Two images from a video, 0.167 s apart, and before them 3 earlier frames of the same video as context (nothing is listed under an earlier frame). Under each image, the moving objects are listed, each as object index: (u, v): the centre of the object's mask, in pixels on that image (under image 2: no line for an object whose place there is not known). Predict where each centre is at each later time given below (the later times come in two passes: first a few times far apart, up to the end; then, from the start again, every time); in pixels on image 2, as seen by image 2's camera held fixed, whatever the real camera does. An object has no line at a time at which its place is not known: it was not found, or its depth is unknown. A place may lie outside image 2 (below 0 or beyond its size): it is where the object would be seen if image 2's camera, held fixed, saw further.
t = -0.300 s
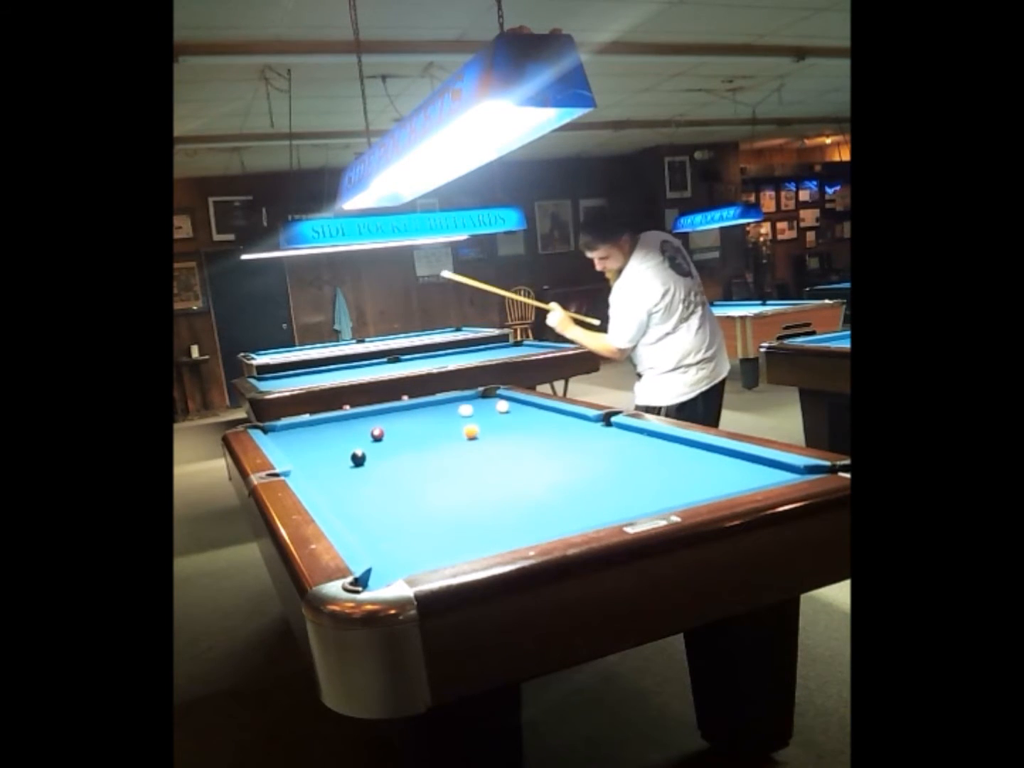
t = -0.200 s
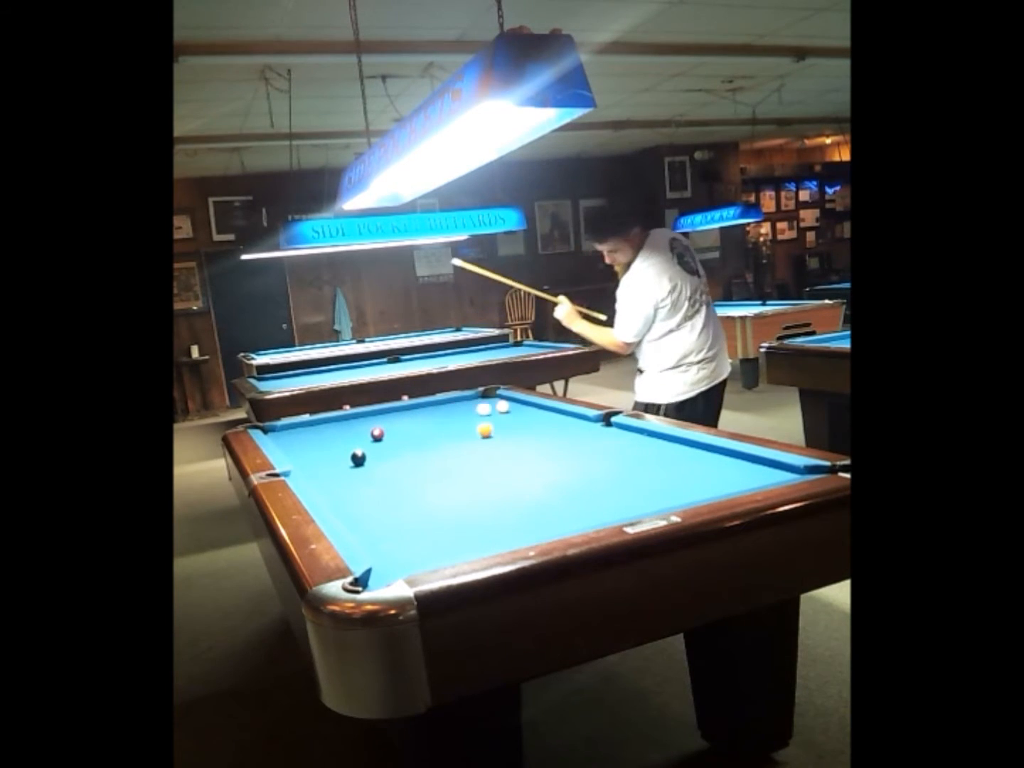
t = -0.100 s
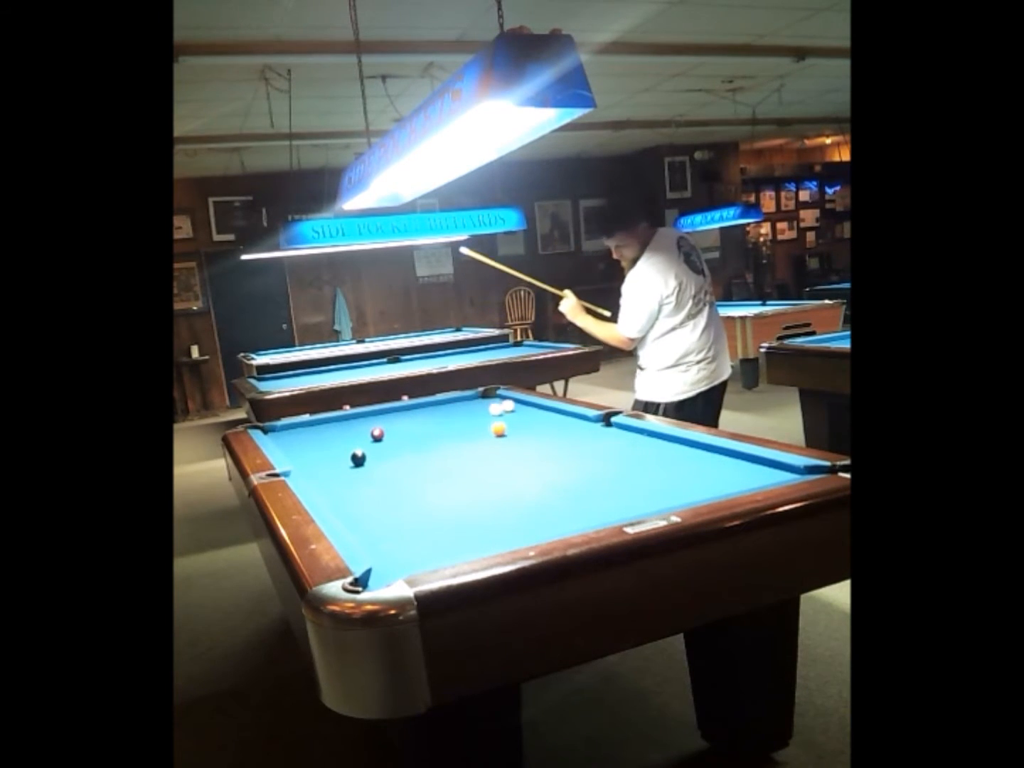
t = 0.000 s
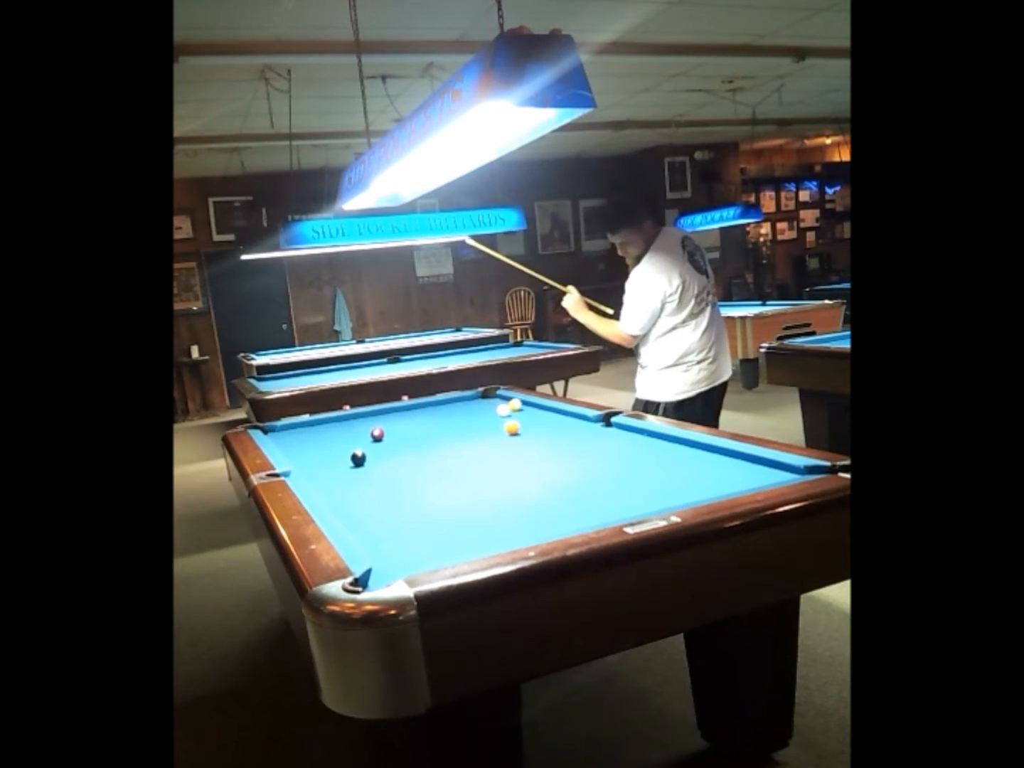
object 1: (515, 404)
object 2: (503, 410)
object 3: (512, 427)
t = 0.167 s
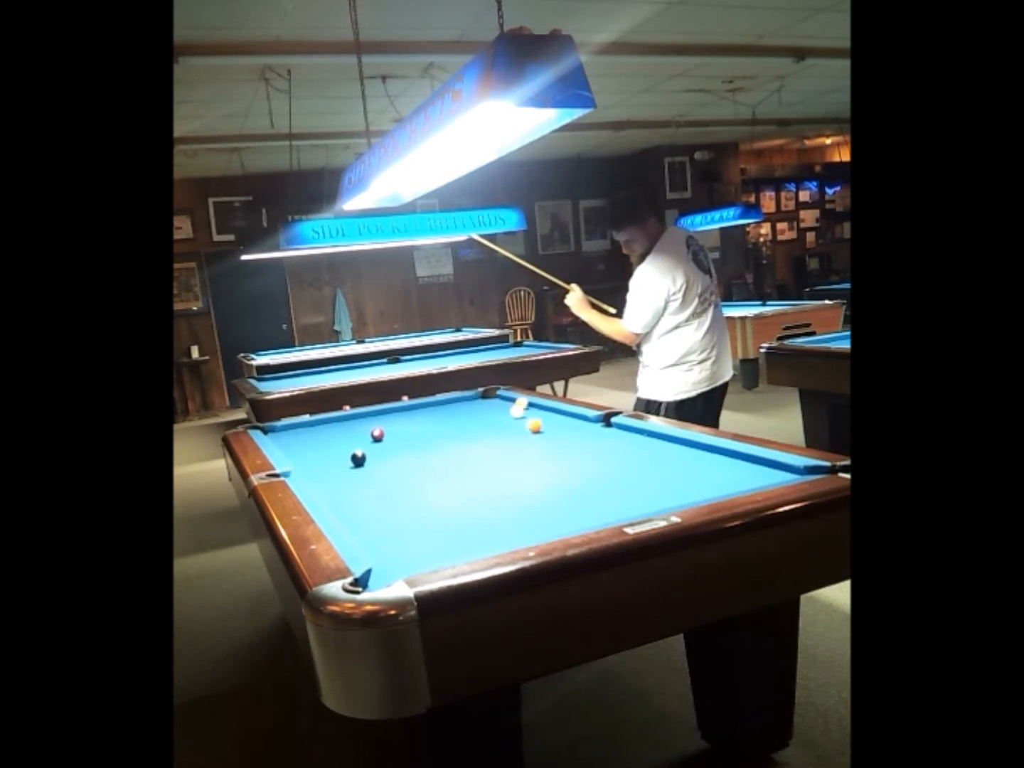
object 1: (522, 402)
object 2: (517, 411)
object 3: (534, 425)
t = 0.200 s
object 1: (519, 402)
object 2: (519, 411)
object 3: (538, 425)
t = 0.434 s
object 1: (508, 405)
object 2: (538, 414)
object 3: (567, 422)
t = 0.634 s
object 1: (498, 406)
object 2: (555, 416)
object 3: (592, 419)
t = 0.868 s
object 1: (487, 408)
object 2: (574, 417)
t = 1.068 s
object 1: (479, 409)
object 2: (591, 419)
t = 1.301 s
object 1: (470, 411)
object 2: (602, 420)
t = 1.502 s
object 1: (464, 412)
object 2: (595, 420)
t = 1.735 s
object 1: (457, 413)
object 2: (586, 421)
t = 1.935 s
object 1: (451, 413)
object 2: (578, 421)
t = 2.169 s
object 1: (446, 414)
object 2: (572, 421)
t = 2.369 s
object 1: (442, 415)
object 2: (566, 421)
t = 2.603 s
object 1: (439, 415)
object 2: (562, 421)
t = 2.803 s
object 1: (437, 416)
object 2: (558, 422)
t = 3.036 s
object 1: (436, 416)
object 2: (556, 422)
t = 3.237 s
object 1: (435, 416)
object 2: (555, 422)
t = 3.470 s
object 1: (435, 416)
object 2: (554, 422)
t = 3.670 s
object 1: (435, 416)
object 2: (554, 422)
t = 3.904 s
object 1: (435, 416)
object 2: (554, 422)
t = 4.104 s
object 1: (435, 416)
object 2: (554, 422)
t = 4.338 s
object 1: (435, 416)
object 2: (554, 422)
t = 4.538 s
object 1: (435, 416)
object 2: (554, 421)
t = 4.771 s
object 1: (435, 416)
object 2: (554, 422)
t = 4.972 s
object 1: (435, 416)
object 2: (554, 422)
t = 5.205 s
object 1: (435, 416)
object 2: (554, 422)
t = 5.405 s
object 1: (435, 416)
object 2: (554, 422)
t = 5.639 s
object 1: (435, 416)
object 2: (554, 422)
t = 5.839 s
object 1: (435, 416)
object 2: (553, 422)
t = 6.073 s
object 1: (435, 416)
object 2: (553, 422)
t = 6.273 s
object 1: (435, 416)
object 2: (553, 422)
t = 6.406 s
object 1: (435, 416)
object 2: (553, 422)
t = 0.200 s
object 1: (519, 402)
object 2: (519, 411)
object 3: (538, 425)
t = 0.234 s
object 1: (517, 403)
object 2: (522, 412)
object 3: (542, 424)
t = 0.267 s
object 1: (516, 403)
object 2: (525, 412)
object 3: (546, 424)
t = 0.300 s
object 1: (514, 404)
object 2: (527, 413)
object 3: (551, 424)
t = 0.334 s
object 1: (513, 404)
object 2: (530, 413)
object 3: (555, 423)
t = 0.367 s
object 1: (511, 404)
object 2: (533, 413)
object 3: (559, 422)
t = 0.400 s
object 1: (509, 405)
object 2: (536, 414)
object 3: (563, 422)
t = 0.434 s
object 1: (508, 405)
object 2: (538, 414)
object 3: (567, 422)
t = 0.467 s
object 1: (506, 405)
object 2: (541, 414)
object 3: (571, 421)
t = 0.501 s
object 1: (504, 406)
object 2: (544, 415)
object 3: (576, 421)
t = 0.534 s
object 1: (503, 406)
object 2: (547, 415)
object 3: (580, 420)
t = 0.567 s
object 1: (501, 406)
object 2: (549, 415)
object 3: (584, 420)
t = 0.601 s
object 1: (499, 406)
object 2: (553, 415)
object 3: (588, 420)
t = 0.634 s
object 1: (498, 406)
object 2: (555, 416)
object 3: (592, 419)
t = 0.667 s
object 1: (497, 406)
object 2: (558, 416)
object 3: (595, 418)
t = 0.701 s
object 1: (495, 407)
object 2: (560, 416)
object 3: (600, 419)
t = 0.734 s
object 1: (493, 407)
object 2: (563, 416)
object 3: (604, 420)
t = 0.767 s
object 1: (492, 407)
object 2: (566, 417)
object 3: (607, 423)
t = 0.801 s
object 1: (490, 407)
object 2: (569, 417)
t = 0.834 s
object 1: (489, 408)
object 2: (572, 417)
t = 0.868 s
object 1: (487, 408)
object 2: (574, 417)
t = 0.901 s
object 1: (486, 408)
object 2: (577, 418)
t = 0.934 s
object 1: (484, 408)
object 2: (580, 418)
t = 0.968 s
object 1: (483, 409)
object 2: (583, 418)
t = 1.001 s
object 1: (482, 409)
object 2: (586, 419)
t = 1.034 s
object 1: (480, 409)
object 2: (588, 419)
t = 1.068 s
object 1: (479, 409)
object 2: (591, 419)
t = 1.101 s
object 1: (478, 410)
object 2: (594, 419)
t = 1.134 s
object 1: (477, 410)
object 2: (597, 419)
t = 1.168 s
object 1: (475, 410)
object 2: (600, 420)
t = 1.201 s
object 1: (474, 410)
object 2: (602, 420)
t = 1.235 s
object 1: (473, 410)
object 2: (605, 420)
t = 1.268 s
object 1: (472, 410)
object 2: (604, 420)
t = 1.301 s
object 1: (470, 411)
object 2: (602, 420)
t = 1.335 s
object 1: (469, 411)
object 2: (601, 420)
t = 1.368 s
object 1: (468, 411)
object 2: (600, 420)
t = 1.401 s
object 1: (467, 411)
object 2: (599, 420)
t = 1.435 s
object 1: (466, 411)
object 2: (598, 420)
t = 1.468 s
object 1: (465, 411)
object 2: (597, 420)
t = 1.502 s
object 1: (464, 412)
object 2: (595, 420)
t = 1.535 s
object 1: (463, 412)
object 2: (594, 420)
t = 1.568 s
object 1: (461, 412)
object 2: (593, 420)
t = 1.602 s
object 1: (460, 412)
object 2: (591, 420)
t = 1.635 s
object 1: (459, 412)
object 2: (590, 420)
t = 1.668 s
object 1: (459, 412)
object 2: (588, 420)
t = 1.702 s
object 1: (458, 412)
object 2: (587, 421)
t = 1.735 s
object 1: (457, 413)
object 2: (586, 421)
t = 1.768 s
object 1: (456, 413)
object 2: (584, 421)
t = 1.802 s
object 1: (455, 413)
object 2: (583, 421)
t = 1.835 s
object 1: (454, 413)
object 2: (582, 421)
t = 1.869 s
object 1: (453, 413)
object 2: (581, 420)
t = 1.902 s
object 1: (452, 413)
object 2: (579, 421)
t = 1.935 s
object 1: (451, 413)
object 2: (578, 421)
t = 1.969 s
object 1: (451, 414)
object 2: (577, 421)
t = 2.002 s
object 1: (450, 414)
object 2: (576, 421)
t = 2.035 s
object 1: (449, 414)
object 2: (575, 421)
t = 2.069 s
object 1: (448, 414)
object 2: (574, 421)
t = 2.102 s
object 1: (448, 414)
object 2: (573, 421)
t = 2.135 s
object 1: (447, 414)
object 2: (572, 421)
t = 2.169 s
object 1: (446, 414)
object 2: (572, 421)
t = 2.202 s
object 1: (446, 414)
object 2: (571, 421)
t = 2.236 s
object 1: (445, 414)
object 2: (570, 421)
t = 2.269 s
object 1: (444, 415)
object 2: (569, 421)
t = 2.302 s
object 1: (444, 415)
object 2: (568, 421)
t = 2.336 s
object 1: (443, 415)
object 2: (567, 421)
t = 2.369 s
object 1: (442, 415)
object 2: (566, 421)
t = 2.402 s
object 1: (442, 415)
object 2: (566, 421)
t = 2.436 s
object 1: (441, 415)
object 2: (565, 421)
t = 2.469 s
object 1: (441, 415)
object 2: (564, 421)
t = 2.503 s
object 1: (441, 415)
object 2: (564, 421)
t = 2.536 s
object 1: (440, 415)
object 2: (563, 421)
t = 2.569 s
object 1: (440, 415)
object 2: (562, 421)
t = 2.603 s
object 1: (439, 415)
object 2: (562, 421)
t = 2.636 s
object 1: (439, 415)
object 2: (561, 421)
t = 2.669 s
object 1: (438, 415)
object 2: (561, 422)
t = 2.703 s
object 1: (438, 415)
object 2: (560, 422)
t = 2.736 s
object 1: (438, 415)
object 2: (559, 422)
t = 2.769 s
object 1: (438, 416)
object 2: (559, 422)
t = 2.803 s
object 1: (437, 416)
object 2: (558, 422)
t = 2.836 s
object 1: (437, 416)
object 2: (558, 422)
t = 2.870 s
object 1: (437, 416)
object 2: (558, 422)
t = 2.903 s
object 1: (437, 416)
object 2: (557, 422)
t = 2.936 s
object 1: (436, 416)
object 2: (557, 422)
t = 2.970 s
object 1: (436, 416)
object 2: (557, 422)
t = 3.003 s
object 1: (436, 416)
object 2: (556, 422)
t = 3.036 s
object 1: (436, 416)
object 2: (556, 422)
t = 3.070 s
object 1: (436, 416)
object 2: (556, 422)
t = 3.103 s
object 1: (435, 416)
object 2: (556, 422)
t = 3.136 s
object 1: (435, 416)
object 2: (555, 422)
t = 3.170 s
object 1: (435, 416)
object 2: (555, 421)
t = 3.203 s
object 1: (435, 416)
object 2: (555, 422)
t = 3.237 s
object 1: (435, 416)
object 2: (555, 422)
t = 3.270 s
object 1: (435, 416)
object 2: (554, 422)
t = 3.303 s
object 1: (435, 416)
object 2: (554, 422)
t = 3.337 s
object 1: (435, 416)
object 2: (554, 422)
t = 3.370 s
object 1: (435, 416)
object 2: (554, 422)
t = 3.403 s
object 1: (435, 416)
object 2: (554, 422)
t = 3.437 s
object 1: (435, 416)
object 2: (554, 422)
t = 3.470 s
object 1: (435, 416)
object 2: (554, 422)
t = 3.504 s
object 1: (435, 416)
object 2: (554, 422)
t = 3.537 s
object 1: (435, 416)
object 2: (554, 422)
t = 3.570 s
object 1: (435, 416)
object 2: (554, 422)
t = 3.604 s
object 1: (435, 416)
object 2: (554, 422)
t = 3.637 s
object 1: (435, 416)
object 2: (554, 422)
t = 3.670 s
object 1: (435, 416)
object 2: (554, 422)
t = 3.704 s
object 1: (435, 416)
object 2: (554, 422)
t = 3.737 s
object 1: (435, 416)
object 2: (554, 422)
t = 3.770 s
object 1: (435, 416)
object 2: (554, 422)
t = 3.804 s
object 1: (435, 416)
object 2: (554, 422)
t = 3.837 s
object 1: (435, 416)
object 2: (554, 422)
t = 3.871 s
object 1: (435, 416)
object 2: (554, 422)
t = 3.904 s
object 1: (435, 416)
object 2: (554, 422)
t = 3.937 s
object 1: (435, 416)
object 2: (554, 422)
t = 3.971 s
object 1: (435, 416)
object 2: (554, 422)
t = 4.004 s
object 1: (435, 416)
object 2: (554, 422)
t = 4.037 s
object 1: (435, 416)
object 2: (554, 422)
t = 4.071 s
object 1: (435, 416)
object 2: (554, 422)
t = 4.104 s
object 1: (435, 416)
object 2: (554, 422)
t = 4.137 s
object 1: (435, 416)
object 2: (554, 422)
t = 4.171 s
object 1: (435, 416)
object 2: (554, 422)
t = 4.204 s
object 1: (435, 416)
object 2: (554, 421)
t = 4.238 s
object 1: (435, 416)
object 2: (554, 422)
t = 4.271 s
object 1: (435, 416)
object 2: (554, 422)
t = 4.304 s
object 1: (435, 416)
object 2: (554, 422)
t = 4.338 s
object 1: (435, 416)
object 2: (554, 422)
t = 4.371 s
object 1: (435, 416)
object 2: (554, 421)
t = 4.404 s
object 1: (435, 416)
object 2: (554, 422)
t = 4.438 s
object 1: (435, 416)
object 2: (554, 422)
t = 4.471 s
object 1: (435, 416)
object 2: (554, 422)
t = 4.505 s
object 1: (435, 416)
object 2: (554, 422)
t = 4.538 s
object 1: (435, 416)
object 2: (554, 421)
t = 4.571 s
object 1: (435, 416)
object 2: (554, 421)
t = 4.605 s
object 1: (435, 416)
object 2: (554, 421)
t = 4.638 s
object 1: (435, 416)
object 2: (554, 422)
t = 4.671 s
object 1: (435, 416)
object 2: (554, 422)
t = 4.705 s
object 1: (435, 416)
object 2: (554, 421)
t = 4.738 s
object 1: (435, 416)
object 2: (554, 421)
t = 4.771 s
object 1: (435, 416)
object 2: (554, 422)
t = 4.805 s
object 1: (435, 416)
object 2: (554, 422)
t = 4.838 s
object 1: (435, 416)
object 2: (554, 422)
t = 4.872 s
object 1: (435, 416)
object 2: (554, 422)
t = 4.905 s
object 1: (435, 416)
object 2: (554, 422)
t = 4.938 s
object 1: (435, 416)
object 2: (554, 421)
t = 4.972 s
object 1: (435, 416)
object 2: (554, 422)
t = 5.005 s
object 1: (435, 416)
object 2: (554, 421)
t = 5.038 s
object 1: (435, 416)
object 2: (554, 422)
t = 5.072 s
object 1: (435, 416)
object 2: (554, 422)
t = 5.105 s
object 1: (435, 416)
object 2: (554, 422)
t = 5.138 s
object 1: (435, 416)
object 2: (554, 422)
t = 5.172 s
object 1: (435, 416)
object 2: (554, 422)
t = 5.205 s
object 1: (435, 416)
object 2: (554, 422)
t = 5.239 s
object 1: (435, 416)
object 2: (554, 422)
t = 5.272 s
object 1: (435, 416)
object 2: (554, 422)
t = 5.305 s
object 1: (435, 416)
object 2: (554, 422)
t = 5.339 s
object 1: (435, 416)
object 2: (554, 422)
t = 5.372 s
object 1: (435, 416)
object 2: (554, 422)
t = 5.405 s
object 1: (435, 416)
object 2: (554, 422)
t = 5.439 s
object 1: (435, 416)
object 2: (554, 422)
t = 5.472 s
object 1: (435, 416)
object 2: (553, 422)
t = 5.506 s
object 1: (435, 416)
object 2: (554, 422)
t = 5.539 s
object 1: (435, 416)
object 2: (554, 422)
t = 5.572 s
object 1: (435, 416)
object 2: (554, 422)
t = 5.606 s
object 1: (435, 416)
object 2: (554, 422)
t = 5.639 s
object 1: (435, 416)
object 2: (554, 422)
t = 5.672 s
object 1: (435, 416)
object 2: (553, 422)
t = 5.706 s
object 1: (435, 416)
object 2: (553, 422)
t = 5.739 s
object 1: (435, 416)
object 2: (553, 422)
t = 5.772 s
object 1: (435, 416)
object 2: (553, 422)
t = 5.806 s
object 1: (435, 416)
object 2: (553, 422)
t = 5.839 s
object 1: (435, 416)
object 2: (553, 422)
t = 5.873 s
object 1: (435, 416)
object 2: (553, 422)
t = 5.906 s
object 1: (435, 416)
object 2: (553, 422)
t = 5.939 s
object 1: (435, 416)
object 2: (553, 422)
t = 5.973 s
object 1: (435, 416)
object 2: (553, 422)
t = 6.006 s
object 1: (435, 416)
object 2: (553, 422)
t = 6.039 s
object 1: (435, 416)
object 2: (553, 422)
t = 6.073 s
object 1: (435, 416)
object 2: (553, 422)
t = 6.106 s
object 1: (435, 416)
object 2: (553, 422)
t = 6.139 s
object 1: (435, 416)
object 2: (553, 422)
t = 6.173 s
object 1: (435, 416)
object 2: (553, 422)
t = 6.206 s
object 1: (435, 416)
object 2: (553, 422)
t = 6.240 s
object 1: (435, 416)
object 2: (553, 422)
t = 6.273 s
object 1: (435, 416)
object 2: (553, 422)
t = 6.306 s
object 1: (435, 416)
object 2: (553, 422)
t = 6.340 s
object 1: (435, 416)
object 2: (554, 422)
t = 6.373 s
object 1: (435, 416)
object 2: (553, 422)
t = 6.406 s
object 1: (435, 416)
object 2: (553, 422)
